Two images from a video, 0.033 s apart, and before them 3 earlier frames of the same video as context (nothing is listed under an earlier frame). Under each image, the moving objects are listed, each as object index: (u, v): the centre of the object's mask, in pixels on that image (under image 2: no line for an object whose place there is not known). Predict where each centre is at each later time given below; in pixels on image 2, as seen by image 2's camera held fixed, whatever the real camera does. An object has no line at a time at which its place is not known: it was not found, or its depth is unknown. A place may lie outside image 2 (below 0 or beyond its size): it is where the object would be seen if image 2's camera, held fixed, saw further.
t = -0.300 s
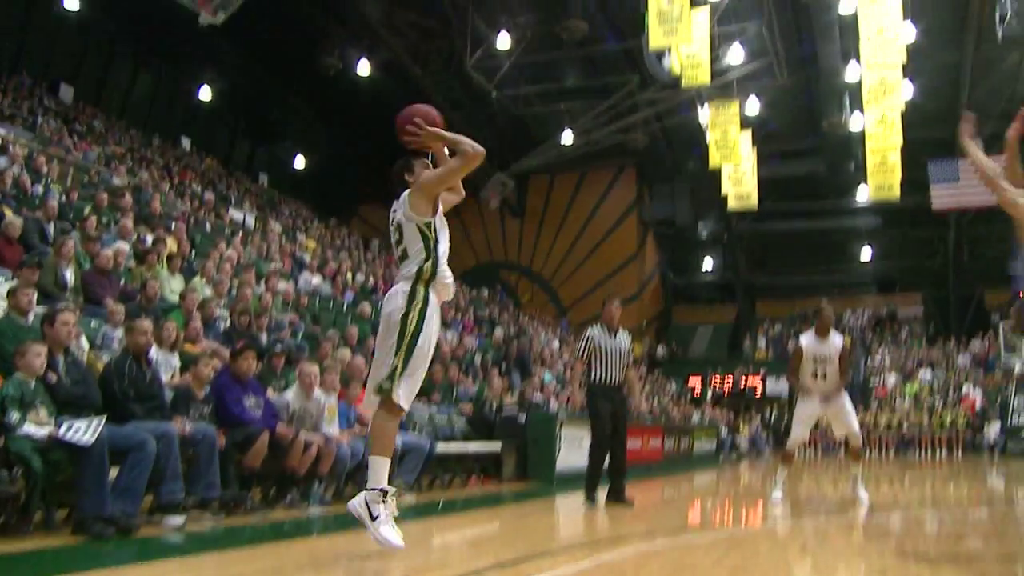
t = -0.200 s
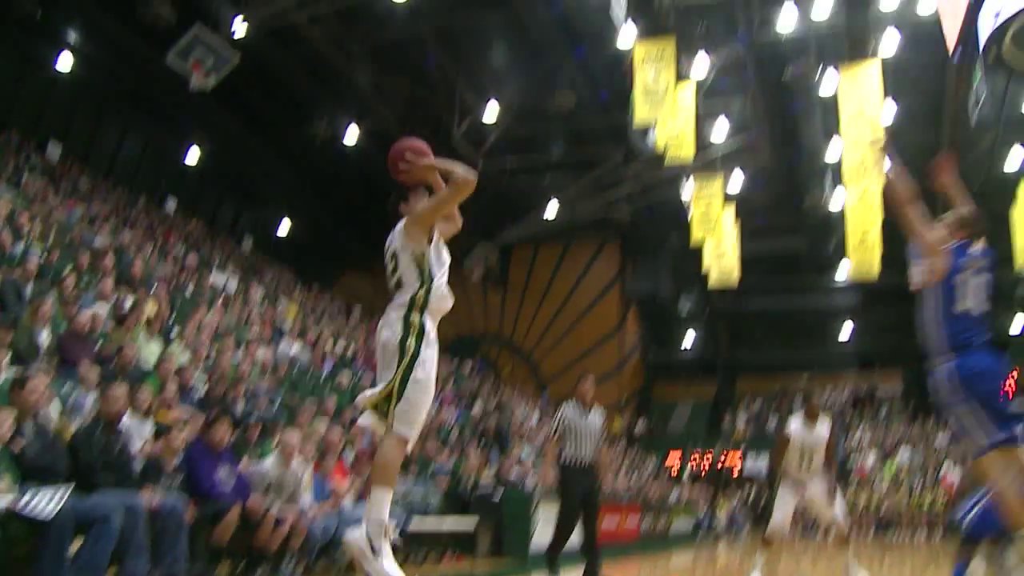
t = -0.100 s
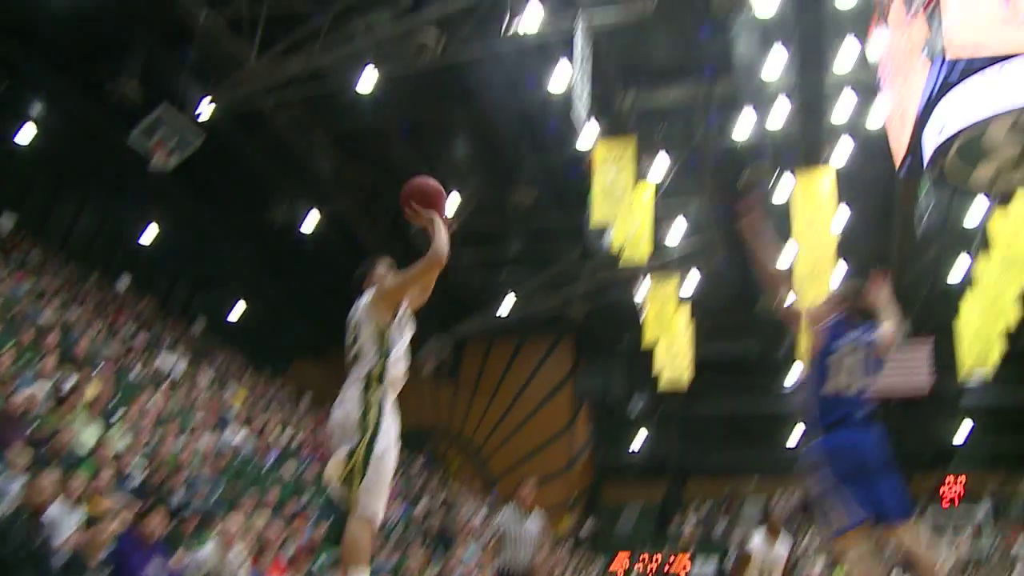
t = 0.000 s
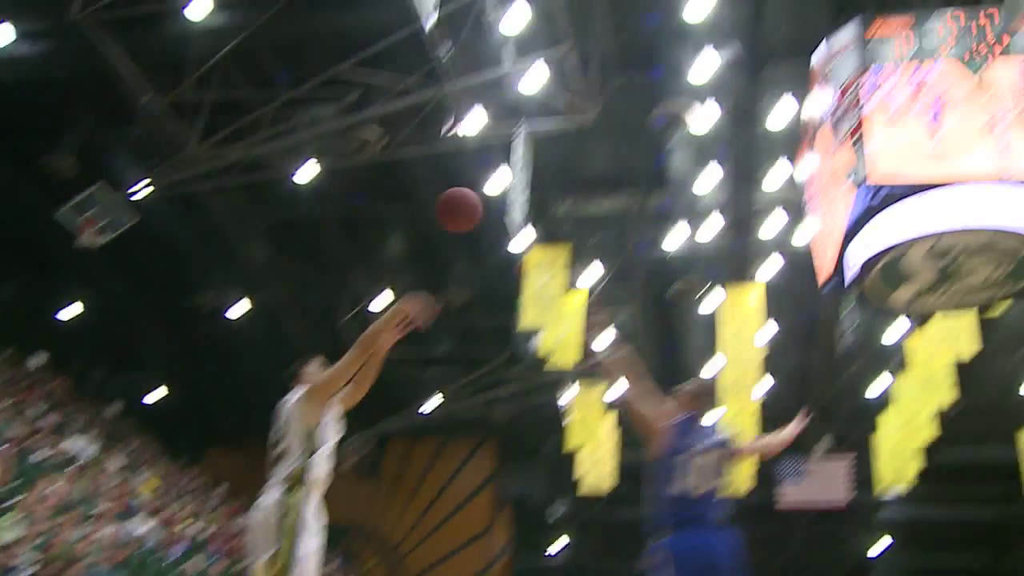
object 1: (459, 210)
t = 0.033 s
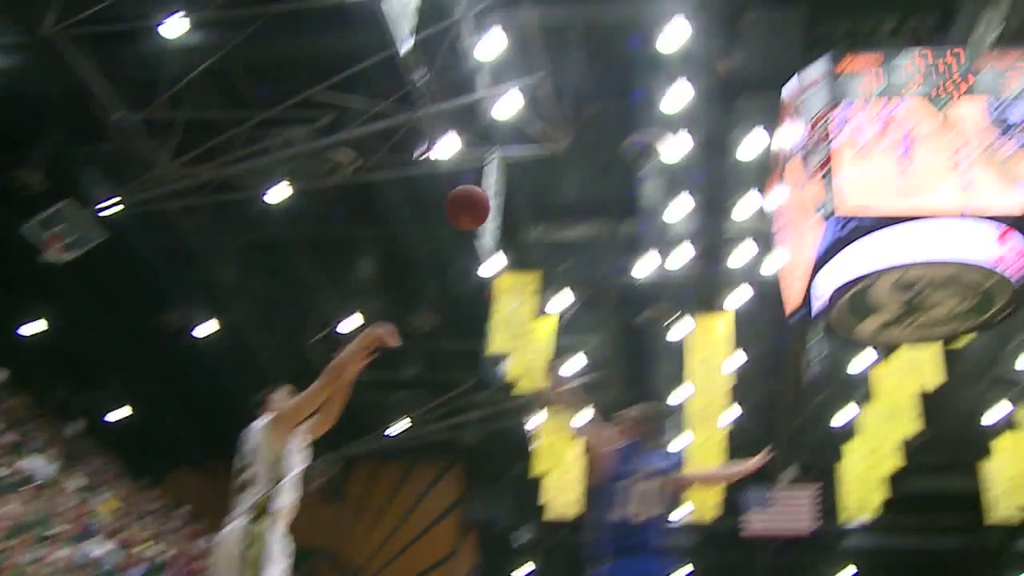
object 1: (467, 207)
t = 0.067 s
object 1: (503, 182)
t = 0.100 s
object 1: (539, 159)
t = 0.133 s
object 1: (575, 136)
